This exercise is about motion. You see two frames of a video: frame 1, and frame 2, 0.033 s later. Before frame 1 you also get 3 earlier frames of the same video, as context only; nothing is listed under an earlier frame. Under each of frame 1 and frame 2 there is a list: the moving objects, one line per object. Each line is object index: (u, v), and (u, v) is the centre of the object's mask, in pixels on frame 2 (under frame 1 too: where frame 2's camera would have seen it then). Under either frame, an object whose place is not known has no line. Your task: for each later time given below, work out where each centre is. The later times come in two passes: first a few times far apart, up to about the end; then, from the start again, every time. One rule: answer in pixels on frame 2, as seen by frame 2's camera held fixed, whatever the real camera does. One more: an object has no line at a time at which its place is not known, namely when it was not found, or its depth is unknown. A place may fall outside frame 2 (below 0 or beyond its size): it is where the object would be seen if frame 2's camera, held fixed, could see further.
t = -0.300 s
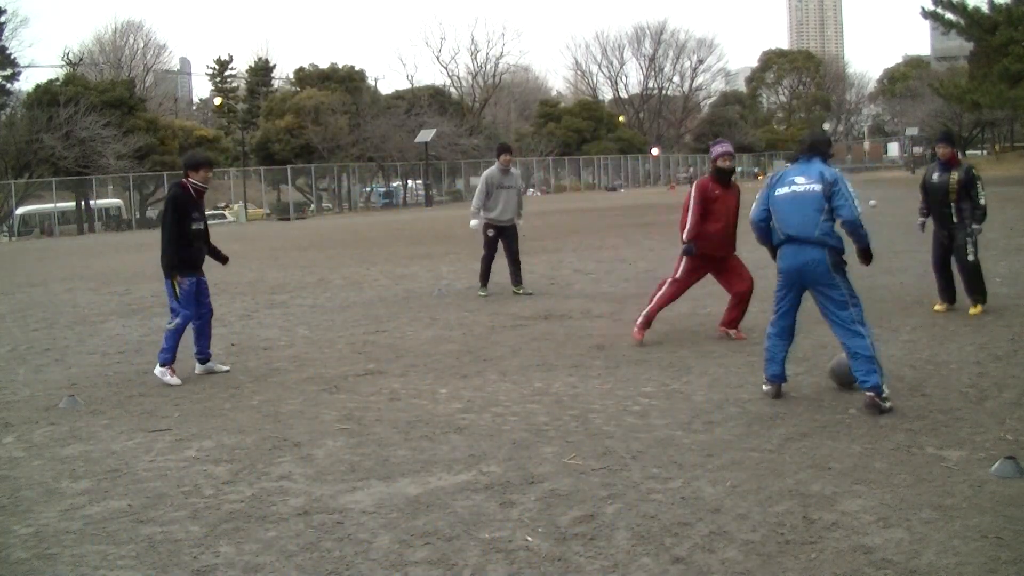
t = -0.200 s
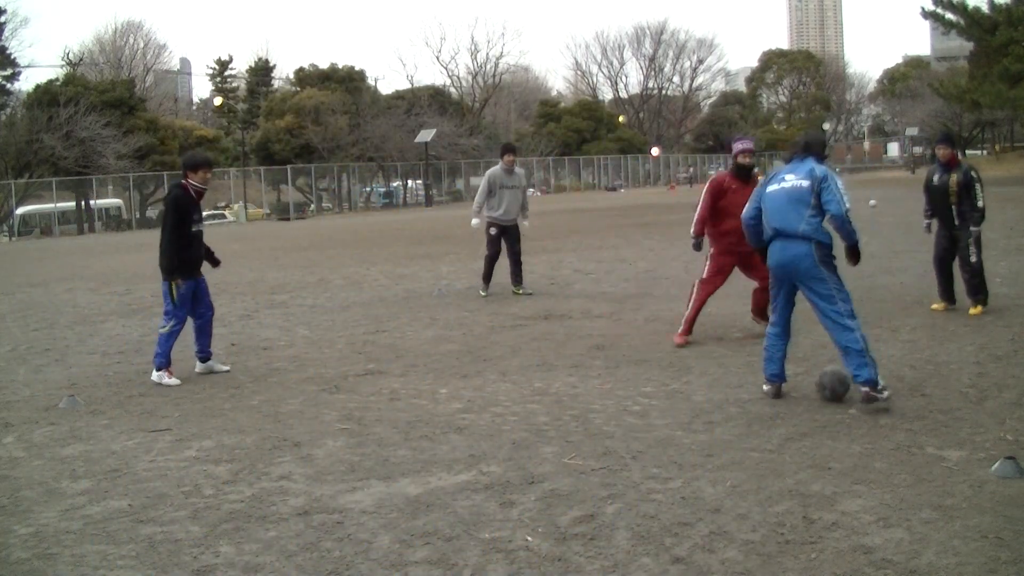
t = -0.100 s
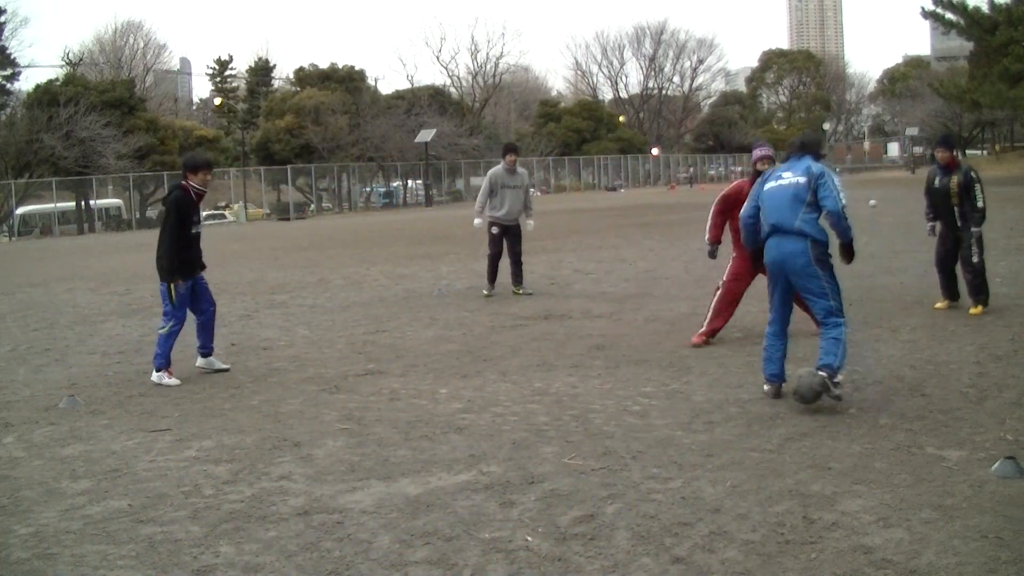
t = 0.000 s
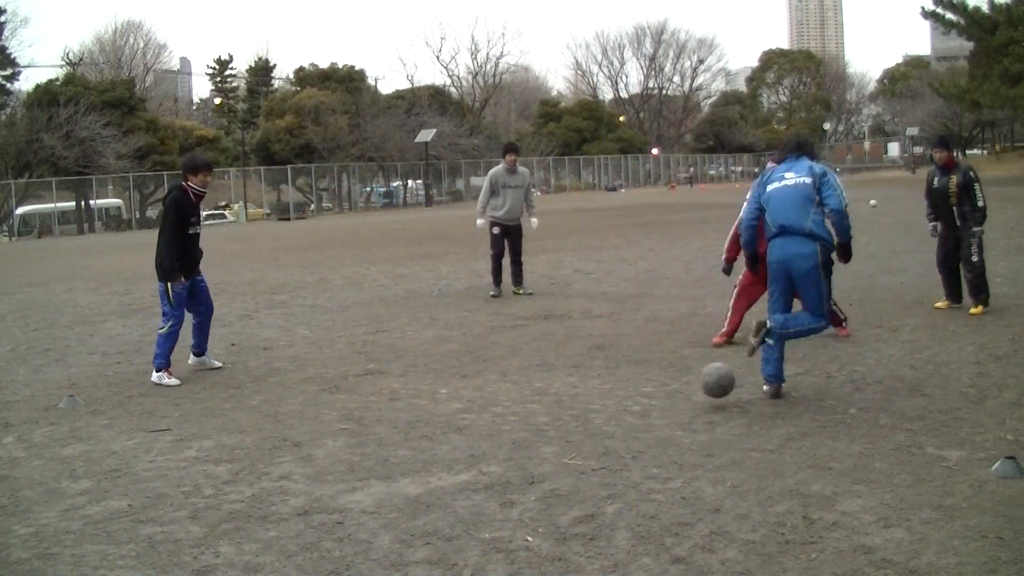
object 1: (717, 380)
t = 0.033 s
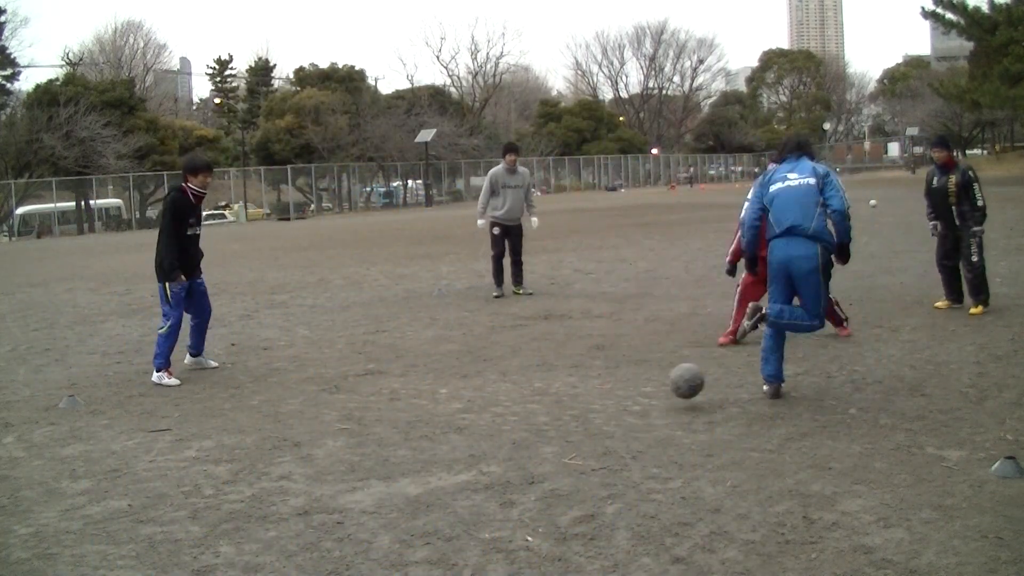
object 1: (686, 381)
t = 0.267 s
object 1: (509, 386)
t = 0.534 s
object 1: (347, 390)
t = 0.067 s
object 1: (656, 384)
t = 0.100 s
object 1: (626, 390)
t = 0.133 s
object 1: (600, 389)
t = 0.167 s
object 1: (577, 385)
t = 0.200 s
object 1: (554, 384)
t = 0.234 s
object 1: (532, 384)
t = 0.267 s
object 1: (509, 386)
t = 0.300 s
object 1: (488, 390)
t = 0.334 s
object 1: (466, 388)
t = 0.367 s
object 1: (445, 387)
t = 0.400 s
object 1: (425, 388)
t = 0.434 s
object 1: (405, 391)
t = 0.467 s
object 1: (385, 389)
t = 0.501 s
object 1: (365, 388)
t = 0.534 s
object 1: (347, 390)
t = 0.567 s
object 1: (328, 390)
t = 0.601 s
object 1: (308, 390)
